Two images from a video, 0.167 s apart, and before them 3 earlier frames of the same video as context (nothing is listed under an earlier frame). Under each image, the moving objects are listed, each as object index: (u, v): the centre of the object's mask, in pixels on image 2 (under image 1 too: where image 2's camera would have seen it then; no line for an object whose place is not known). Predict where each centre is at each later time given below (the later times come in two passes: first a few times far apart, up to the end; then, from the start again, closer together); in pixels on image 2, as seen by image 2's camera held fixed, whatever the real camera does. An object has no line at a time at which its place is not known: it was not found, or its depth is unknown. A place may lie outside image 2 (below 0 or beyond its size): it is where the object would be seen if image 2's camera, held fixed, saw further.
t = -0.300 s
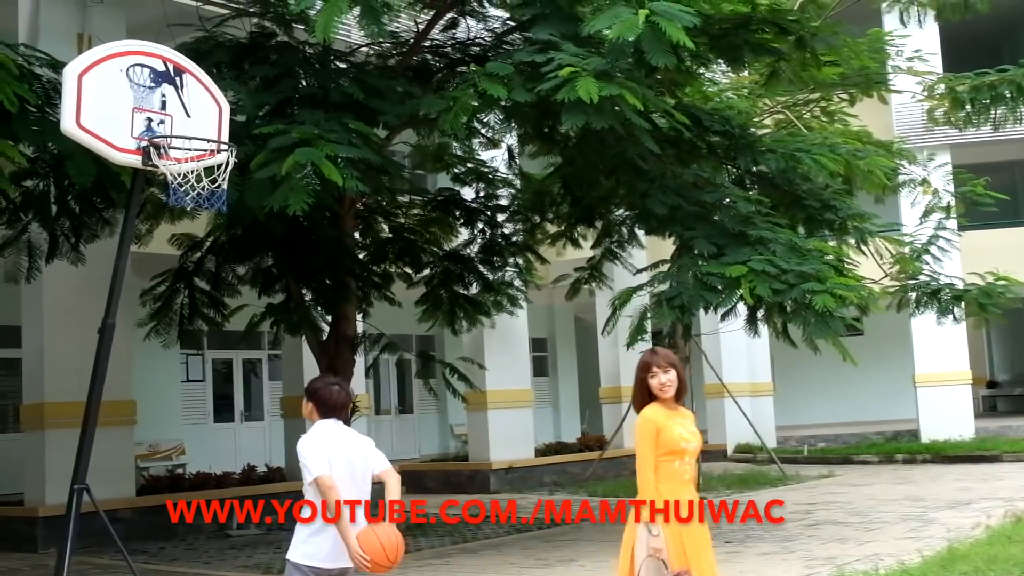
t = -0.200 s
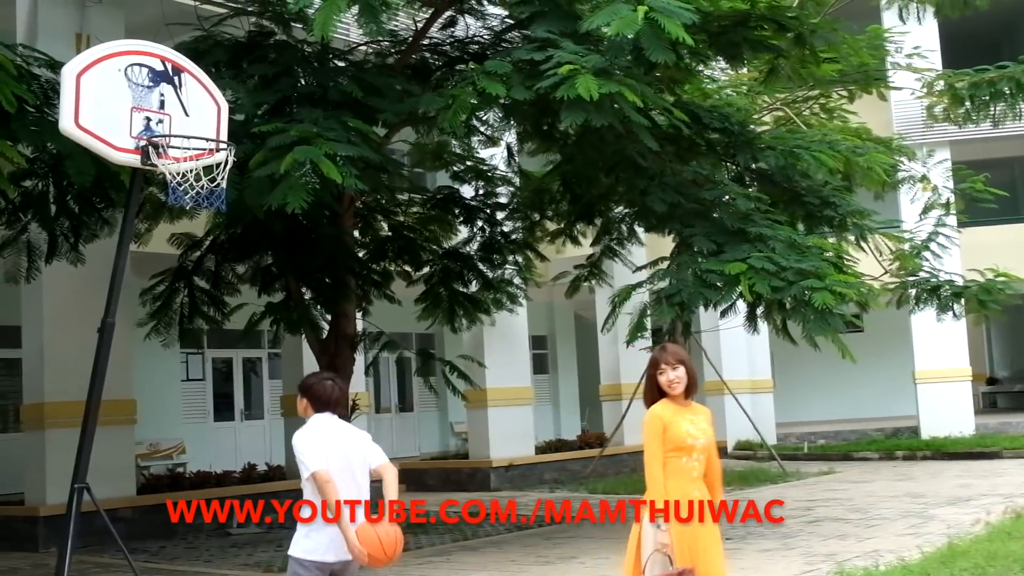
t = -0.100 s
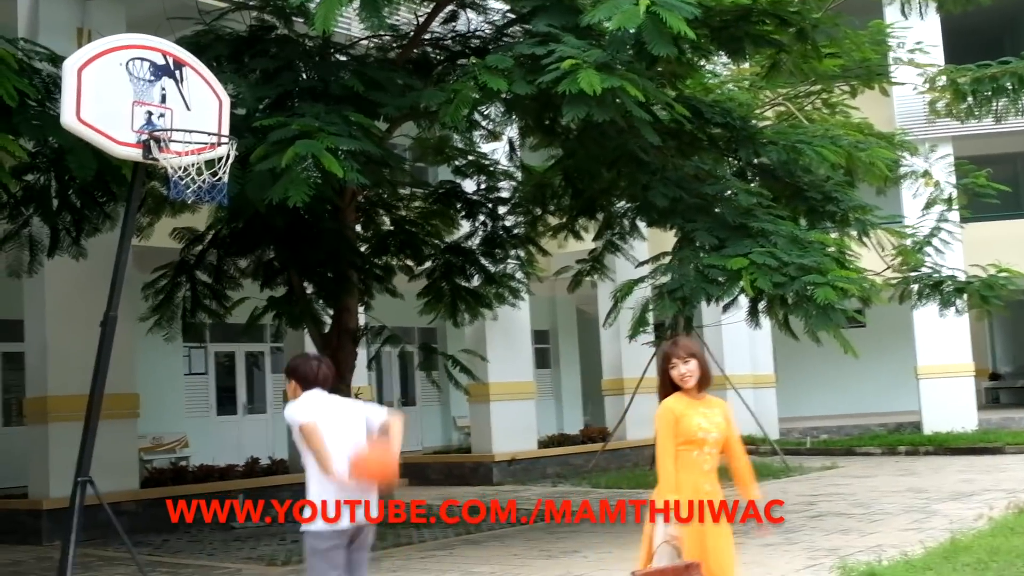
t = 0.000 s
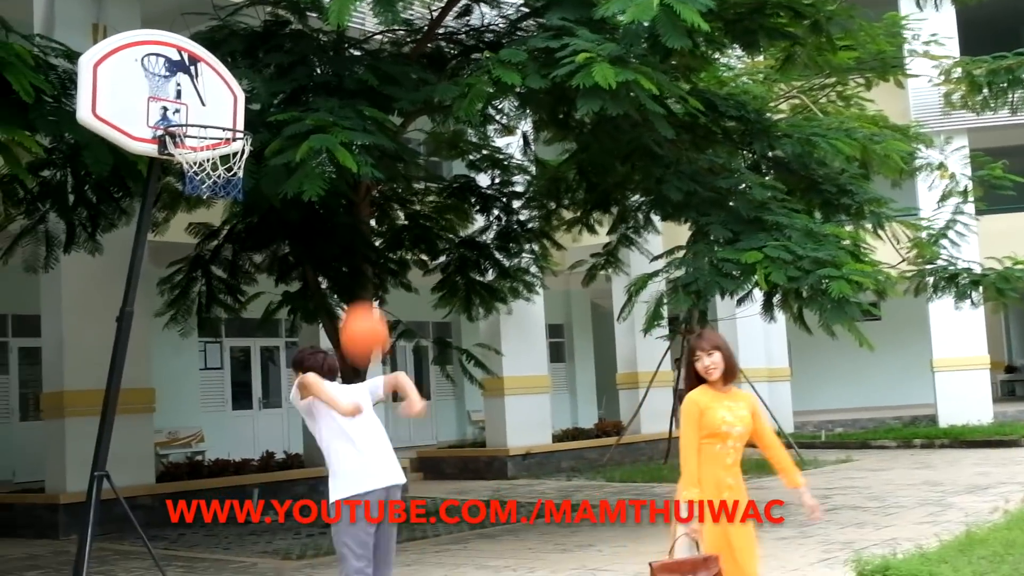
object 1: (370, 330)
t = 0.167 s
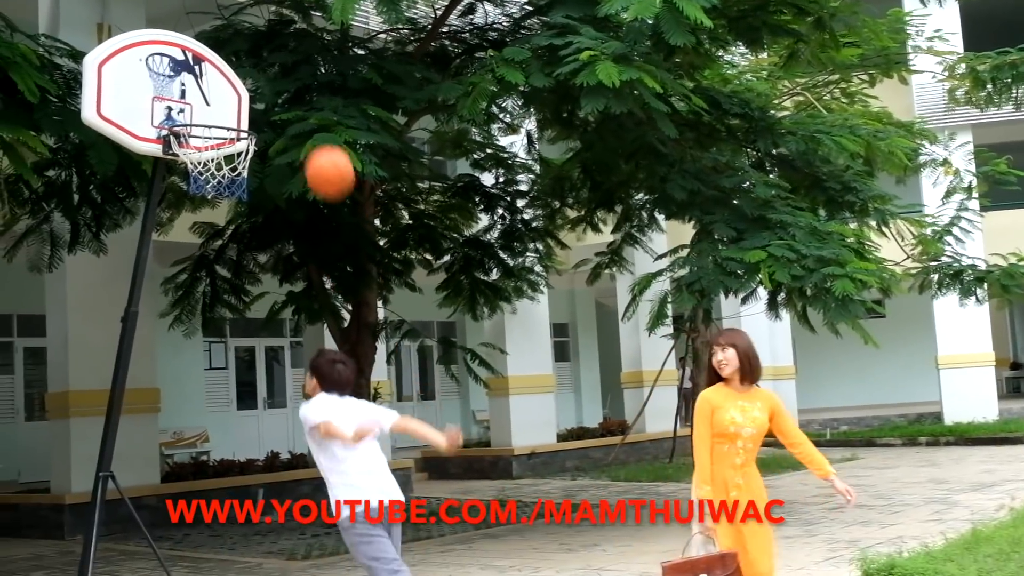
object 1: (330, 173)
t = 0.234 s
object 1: (315, 126)
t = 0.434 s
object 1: (274, 37)
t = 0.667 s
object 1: (235, 29)
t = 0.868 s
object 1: (206, 94)
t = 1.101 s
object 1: (214, 79)
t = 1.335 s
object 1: (238, 113)
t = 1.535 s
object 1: (262, 224)
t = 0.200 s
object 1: (322, 148)
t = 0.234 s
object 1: (315, 126)
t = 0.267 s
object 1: (308, 106)
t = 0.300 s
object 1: (301, 88)
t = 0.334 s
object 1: (294, 72)
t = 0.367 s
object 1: (287, 58)
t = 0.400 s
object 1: (281, 47)
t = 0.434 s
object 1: (274, 37)
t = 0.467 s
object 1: (269, 31)
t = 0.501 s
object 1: (263, 25)
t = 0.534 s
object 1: (257, 22)
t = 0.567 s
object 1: (251, 21)
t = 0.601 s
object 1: (246, 22)
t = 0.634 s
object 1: (240, 24)
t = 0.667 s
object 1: (235, 29)
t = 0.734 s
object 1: (226, 42)
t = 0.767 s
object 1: (221, 51)
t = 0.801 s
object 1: (216, 62)
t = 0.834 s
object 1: (211, 78)
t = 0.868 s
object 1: (206, 94)
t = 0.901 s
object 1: (202, 108)
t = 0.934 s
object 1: (202, 110)
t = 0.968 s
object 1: (204, 102)
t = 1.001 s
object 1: (206, 94)
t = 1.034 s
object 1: (209, 88)
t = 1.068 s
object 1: (211, 83)
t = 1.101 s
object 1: (214, 79)
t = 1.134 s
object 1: (217, 79)
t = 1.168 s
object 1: (220, 79)
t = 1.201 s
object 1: (224, 82)
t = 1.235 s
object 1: (226, 87)
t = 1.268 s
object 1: (230, 93)
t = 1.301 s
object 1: (234, 102)
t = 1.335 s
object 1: (238, 113)
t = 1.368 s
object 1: (242, 125)
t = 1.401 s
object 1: (247, 141)
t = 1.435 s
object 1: (250, 159)
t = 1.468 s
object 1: (254, 179)
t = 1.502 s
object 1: (257, 198)
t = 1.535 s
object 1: (262, 224)
